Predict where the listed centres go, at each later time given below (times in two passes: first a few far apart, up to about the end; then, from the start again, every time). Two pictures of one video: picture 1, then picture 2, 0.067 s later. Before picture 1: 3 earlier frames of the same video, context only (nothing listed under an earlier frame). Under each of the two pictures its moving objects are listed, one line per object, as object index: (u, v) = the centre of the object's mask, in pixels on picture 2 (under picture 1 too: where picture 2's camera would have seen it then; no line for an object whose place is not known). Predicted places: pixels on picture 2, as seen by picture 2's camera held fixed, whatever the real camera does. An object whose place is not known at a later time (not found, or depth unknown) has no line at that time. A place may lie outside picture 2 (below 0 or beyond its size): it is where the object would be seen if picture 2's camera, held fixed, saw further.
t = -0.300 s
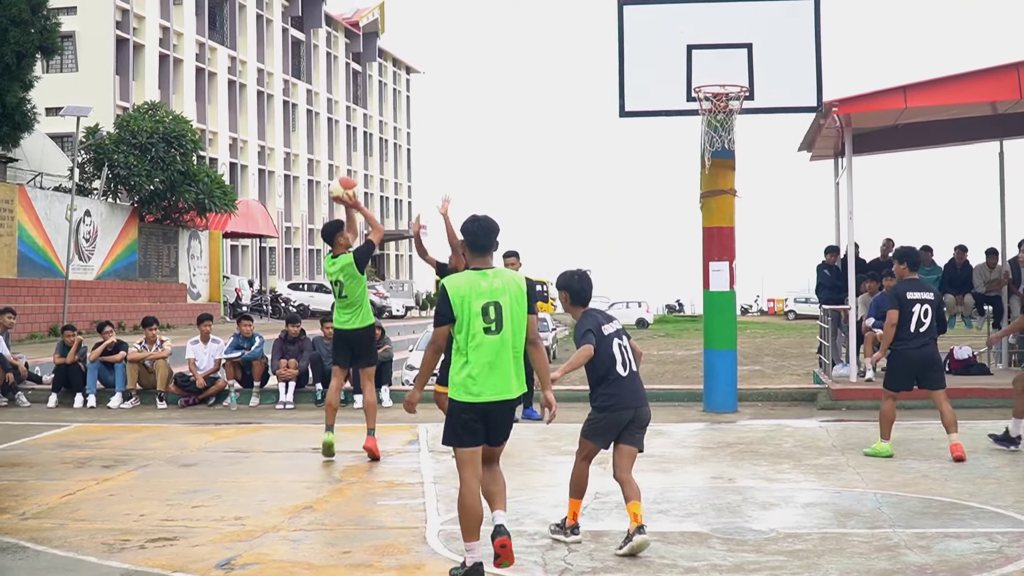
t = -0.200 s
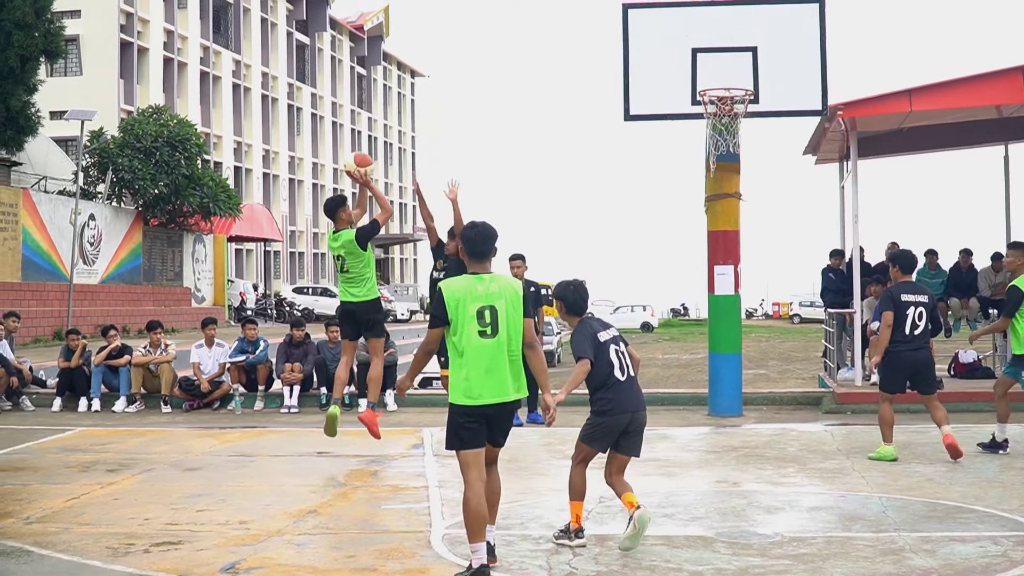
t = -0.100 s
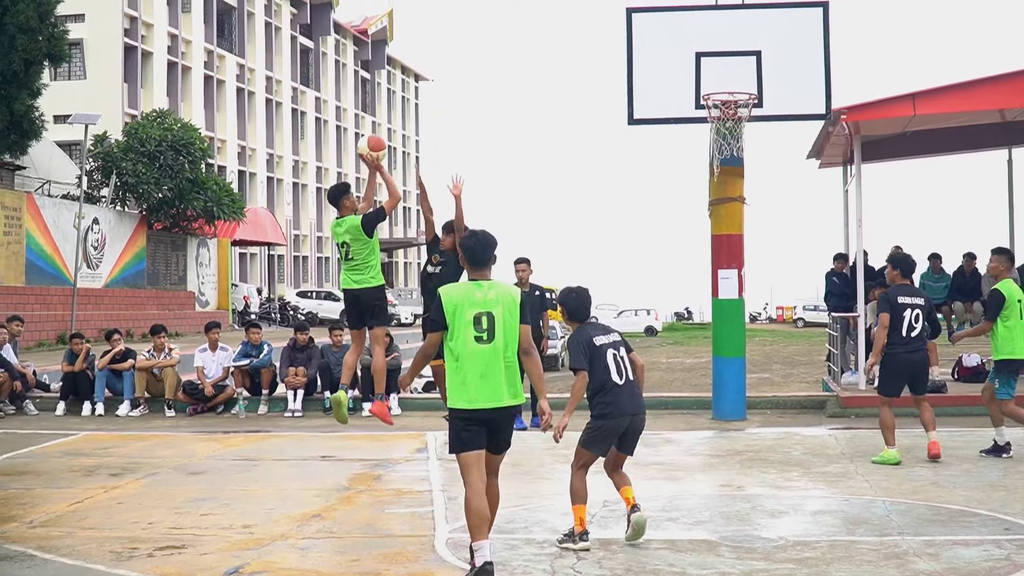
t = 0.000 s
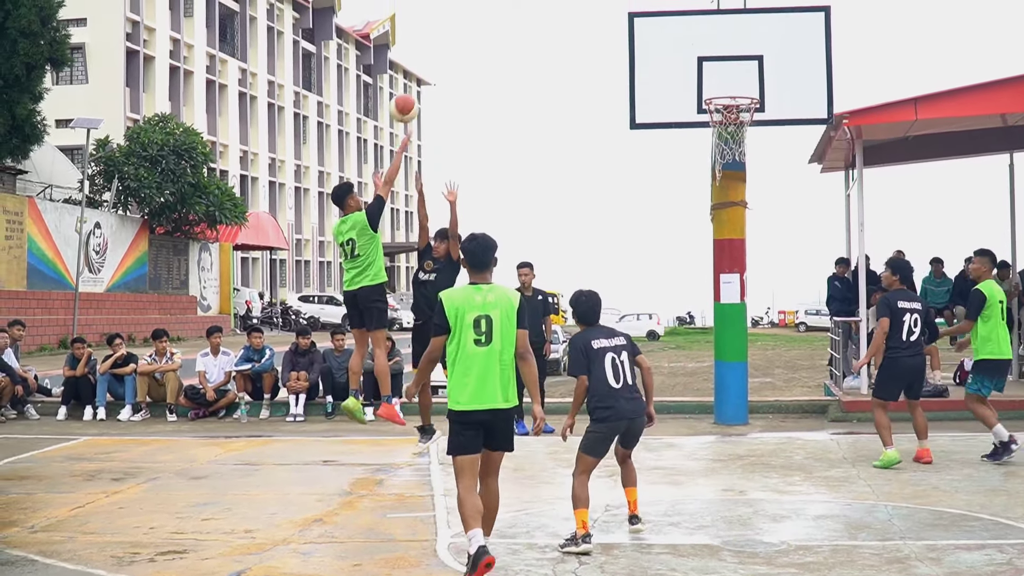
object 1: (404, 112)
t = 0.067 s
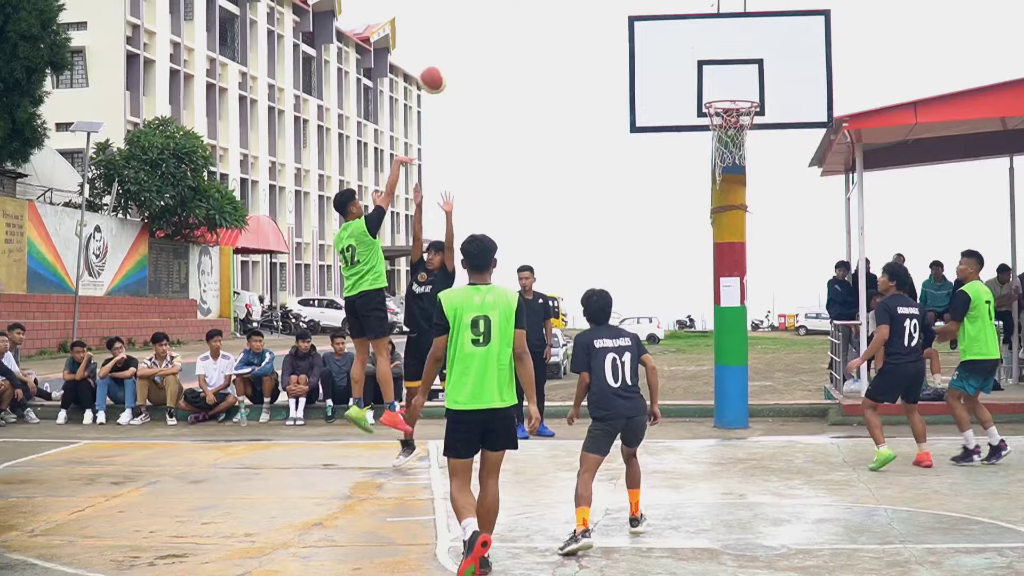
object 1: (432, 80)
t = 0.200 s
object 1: (491, 37)
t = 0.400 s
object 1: (573, 3)
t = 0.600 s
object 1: (653, 20)
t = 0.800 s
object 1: (730, 82)
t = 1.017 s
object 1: (744, 32)
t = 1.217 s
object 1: (743, -3)
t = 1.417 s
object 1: (742, 8)
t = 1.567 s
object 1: (743, 49)
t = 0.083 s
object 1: (439, 74)
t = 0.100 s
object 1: (446, 67)
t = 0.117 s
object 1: (454, 61)
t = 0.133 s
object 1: (461, 55)
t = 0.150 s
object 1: (468, 50)
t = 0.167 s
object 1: (476, 46)
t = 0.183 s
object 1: (483, 41)
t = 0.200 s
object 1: (491, 37)
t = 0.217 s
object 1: (498, 32)
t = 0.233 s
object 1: (505, 28)
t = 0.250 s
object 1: (512, 24)
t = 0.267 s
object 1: (519, 19)
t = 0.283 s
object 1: (526, 17)
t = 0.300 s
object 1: (533, 14)
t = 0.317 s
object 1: (539, 10)
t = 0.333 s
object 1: (546, 8)
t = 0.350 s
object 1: (552, 6)
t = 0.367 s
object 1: (559, 5)
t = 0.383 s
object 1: (566, 4)
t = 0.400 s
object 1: (573, 3)
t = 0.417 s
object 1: (580, 3)
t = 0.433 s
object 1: (587, 3)
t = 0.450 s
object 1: (594, 4)
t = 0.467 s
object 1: (601, 4)
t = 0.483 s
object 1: (607, 5)
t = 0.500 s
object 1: (613, 6)
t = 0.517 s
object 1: (620, 7)
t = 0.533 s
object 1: (627, 9)
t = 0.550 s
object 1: (633, 11)
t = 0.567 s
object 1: (640, 14)
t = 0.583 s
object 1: (646, 17)
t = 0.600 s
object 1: (653, 20)
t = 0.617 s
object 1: (659, 23)
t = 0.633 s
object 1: (665, 26)
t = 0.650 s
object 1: (672, 30)
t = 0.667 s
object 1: (678, 37)
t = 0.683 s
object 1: (685, 42)
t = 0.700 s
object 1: (692, 48)
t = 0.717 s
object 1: (698, 54)
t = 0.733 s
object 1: (705, 60)
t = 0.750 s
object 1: (712, 64)
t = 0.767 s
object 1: (717, 69)
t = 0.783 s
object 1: (724, 73)
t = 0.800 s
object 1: (730, 82)
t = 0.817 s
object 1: (737, 88)
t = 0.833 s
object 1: (742, 93)
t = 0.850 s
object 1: (744, 91)
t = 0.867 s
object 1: (744, 85)
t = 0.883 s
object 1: (744, 78)
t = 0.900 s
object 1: (744, 71)
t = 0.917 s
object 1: (744, 64)
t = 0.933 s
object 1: (744, 58)
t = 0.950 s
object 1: (744, 52)
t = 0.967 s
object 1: (744, 46)
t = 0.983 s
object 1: (744, 41)
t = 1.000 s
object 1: (744, 36)
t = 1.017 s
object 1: (744, 32)
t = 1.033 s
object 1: (744, 27)
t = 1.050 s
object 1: (744, 23)
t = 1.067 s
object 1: (744, 19)
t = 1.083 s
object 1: (743, 15)
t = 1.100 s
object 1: (743, 12)
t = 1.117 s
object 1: (744, 9)
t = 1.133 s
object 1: (744, 6)
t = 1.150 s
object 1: (744, 4)
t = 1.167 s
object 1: (743, 1)
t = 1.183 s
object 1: (743, 0)
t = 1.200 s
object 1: (743, -2)
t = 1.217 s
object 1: (743, -3)
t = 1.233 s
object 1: (743, -4)
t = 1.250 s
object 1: (743, -4)
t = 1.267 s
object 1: (743, -4)
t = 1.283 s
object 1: (743, -5)
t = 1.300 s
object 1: (743, -4)
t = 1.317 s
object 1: (743, -3)
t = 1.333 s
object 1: (743, -2)
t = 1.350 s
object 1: (743, -1)
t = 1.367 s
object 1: (742, 1)
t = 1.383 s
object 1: (742, 3)
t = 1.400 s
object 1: (742, 5)
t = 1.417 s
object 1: (742, 8)
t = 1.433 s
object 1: (742, 11)
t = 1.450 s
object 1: (742, 15)
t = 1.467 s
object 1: (742, 19)
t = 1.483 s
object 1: (742, 22)
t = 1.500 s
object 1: (742, 27)
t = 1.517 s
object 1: (742, 32)
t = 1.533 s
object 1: (742, 37)
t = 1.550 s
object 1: (742, 43)
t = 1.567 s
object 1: (743, 49)
